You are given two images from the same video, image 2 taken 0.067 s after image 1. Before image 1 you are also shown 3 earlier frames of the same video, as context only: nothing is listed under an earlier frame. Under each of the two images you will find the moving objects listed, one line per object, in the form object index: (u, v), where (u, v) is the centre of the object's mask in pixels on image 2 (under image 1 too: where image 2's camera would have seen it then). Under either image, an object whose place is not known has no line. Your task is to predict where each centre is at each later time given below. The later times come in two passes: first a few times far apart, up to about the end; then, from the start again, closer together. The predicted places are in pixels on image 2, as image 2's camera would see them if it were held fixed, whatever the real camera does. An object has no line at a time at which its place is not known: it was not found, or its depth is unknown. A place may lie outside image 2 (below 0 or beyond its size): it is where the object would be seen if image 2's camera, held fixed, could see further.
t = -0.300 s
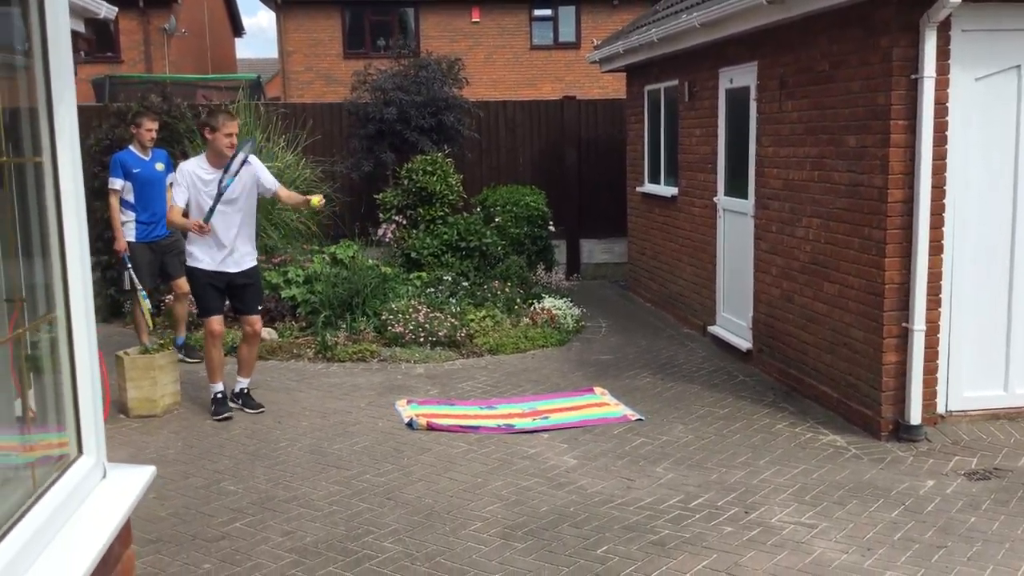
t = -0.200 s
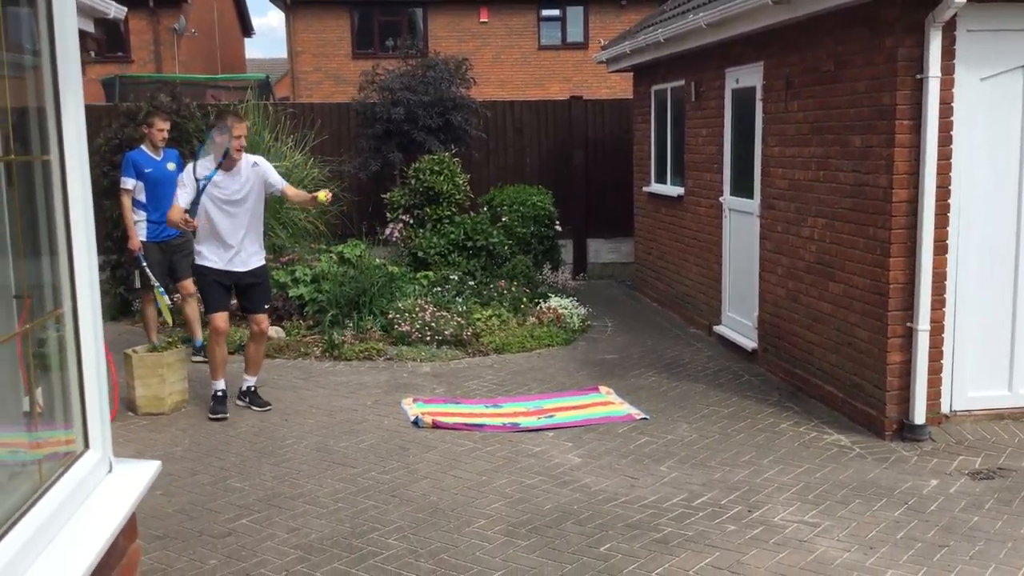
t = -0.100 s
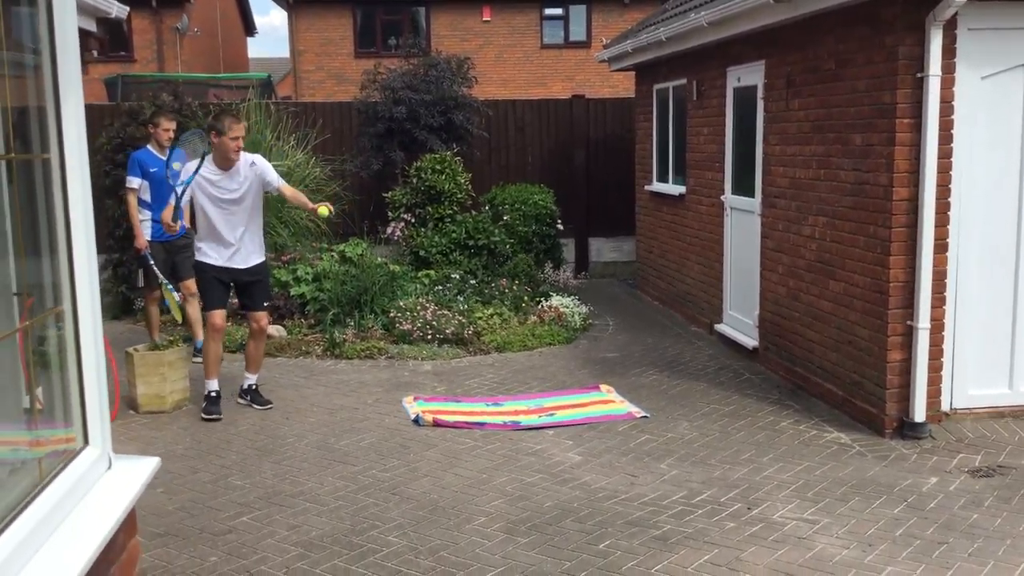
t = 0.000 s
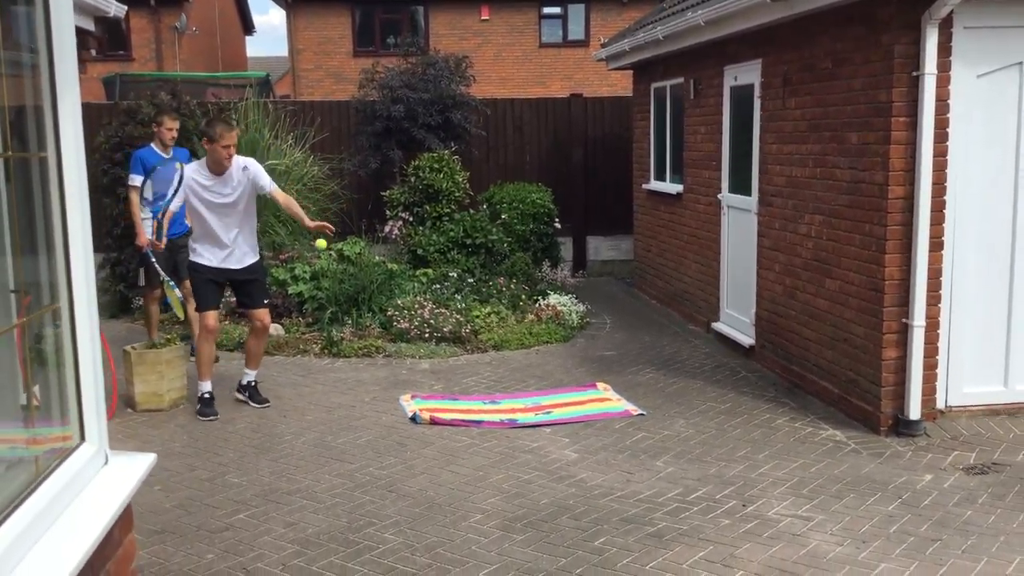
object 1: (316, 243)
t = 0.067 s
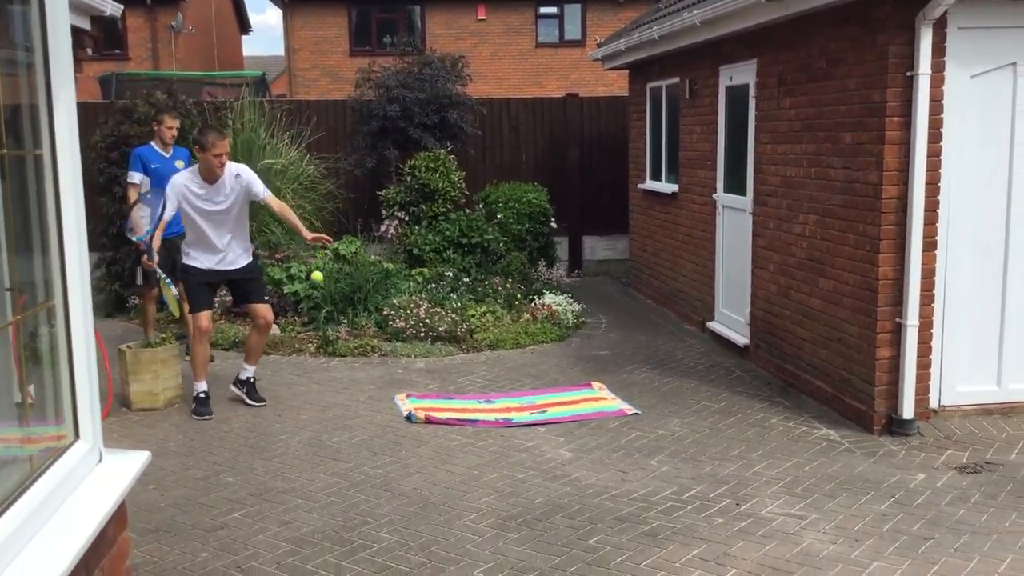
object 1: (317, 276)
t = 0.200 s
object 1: (318, 367)
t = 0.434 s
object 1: (318, 354)
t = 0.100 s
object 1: (317, 296)
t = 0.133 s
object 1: (317, 318)
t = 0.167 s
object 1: (318, 341)
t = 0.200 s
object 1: (318, 367)
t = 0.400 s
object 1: (319, 369)
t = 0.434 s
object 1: (318, 354)
